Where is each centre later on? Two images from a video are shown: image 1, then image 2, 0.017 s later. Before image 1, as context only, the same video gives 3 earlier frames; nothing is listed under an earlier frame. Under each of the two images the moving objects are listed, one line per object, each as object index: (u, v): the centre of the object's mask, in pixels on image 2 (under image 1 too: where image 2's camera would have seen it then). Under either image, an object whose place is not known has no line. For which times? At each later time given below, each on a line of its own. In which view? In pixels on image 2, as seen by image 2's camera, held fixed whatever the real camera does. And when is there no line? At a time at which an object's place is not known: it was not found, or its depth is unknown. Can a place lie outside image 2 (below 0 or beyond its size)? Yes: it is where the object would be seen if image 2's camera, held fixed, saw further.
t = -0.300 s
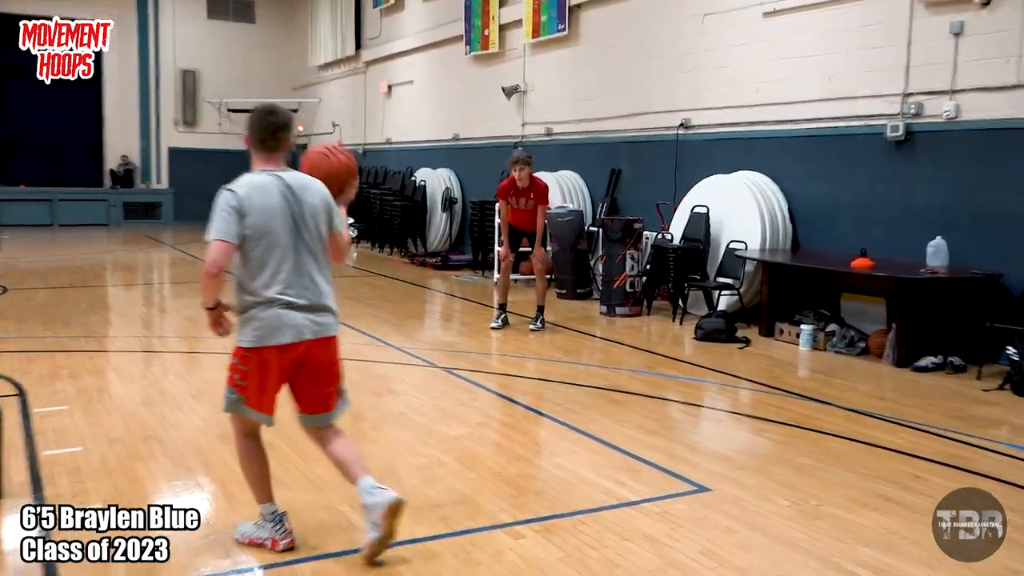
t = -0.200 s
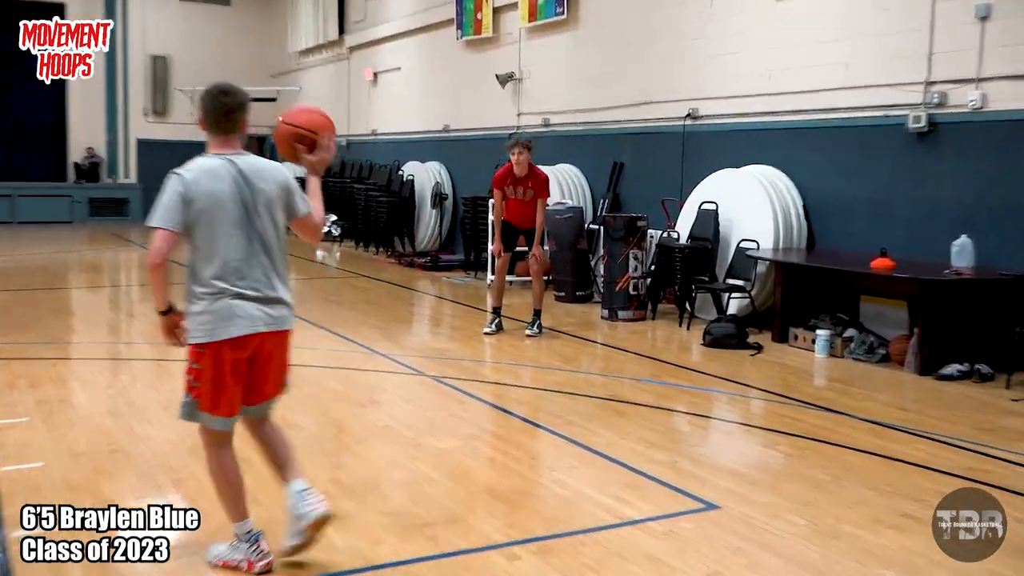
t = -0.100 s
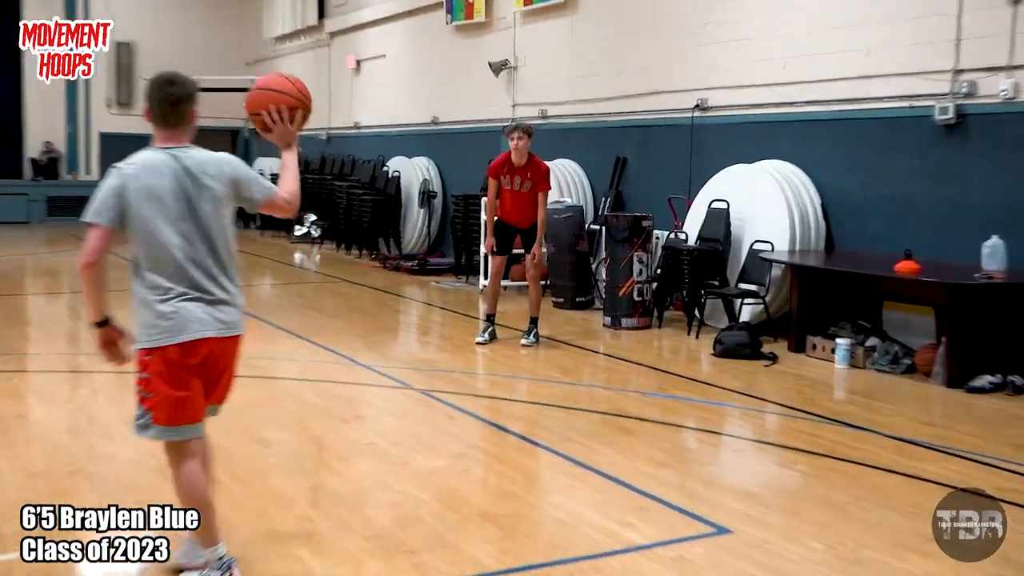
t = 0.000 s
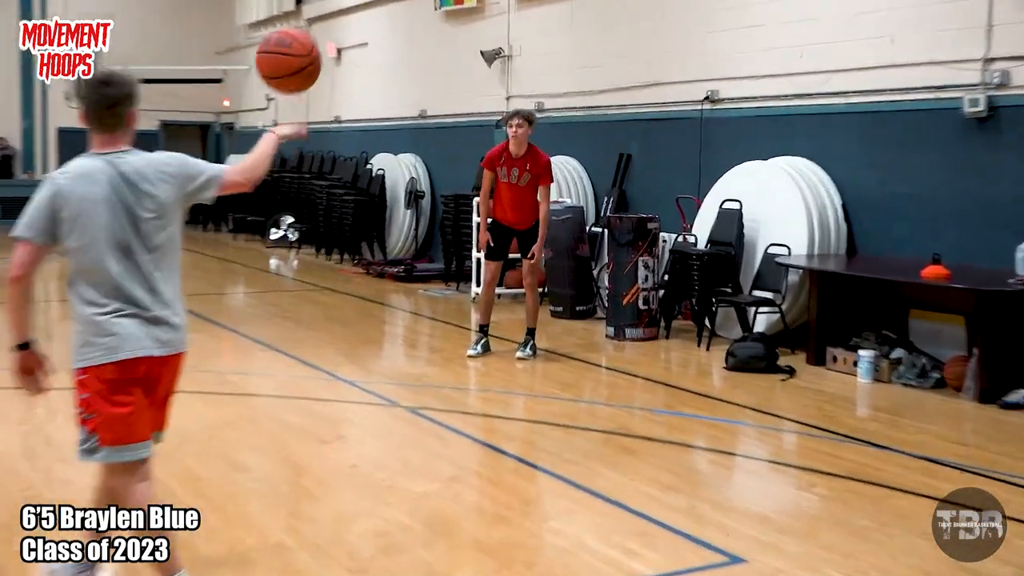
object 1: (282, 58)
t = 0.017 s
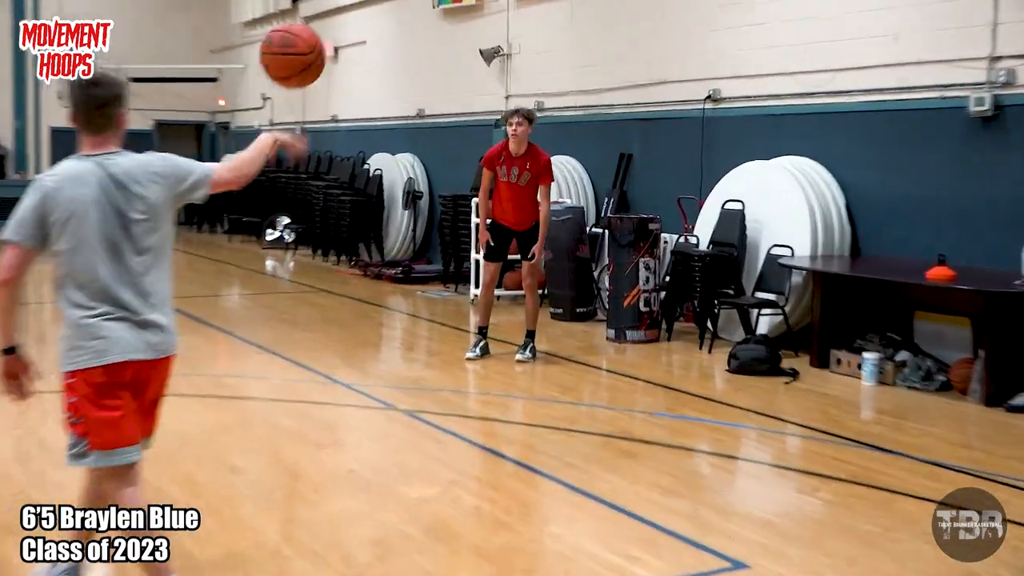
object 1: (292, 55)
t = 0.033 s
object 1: (301, 52)
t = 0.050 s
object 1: (308, 50)
